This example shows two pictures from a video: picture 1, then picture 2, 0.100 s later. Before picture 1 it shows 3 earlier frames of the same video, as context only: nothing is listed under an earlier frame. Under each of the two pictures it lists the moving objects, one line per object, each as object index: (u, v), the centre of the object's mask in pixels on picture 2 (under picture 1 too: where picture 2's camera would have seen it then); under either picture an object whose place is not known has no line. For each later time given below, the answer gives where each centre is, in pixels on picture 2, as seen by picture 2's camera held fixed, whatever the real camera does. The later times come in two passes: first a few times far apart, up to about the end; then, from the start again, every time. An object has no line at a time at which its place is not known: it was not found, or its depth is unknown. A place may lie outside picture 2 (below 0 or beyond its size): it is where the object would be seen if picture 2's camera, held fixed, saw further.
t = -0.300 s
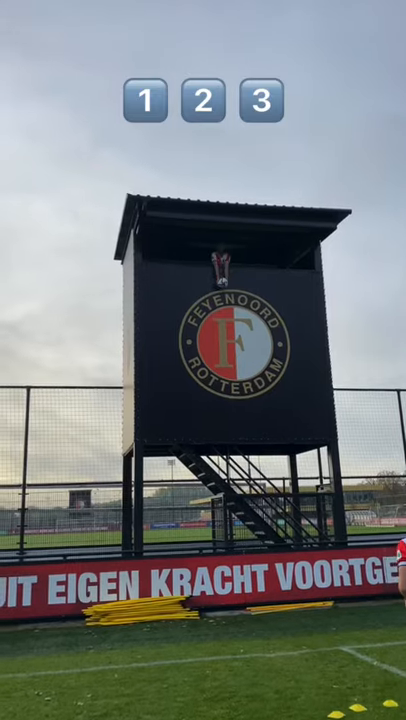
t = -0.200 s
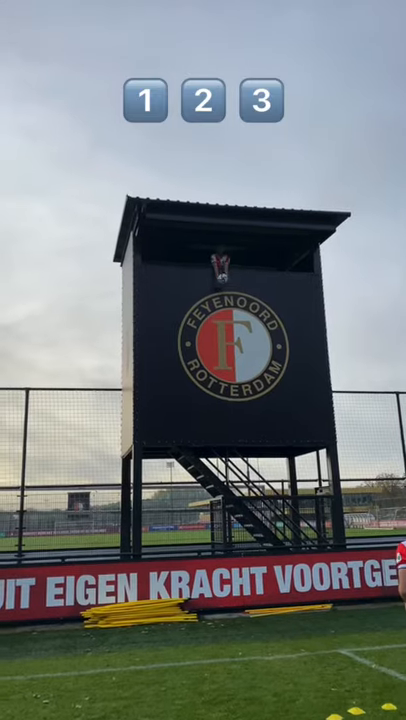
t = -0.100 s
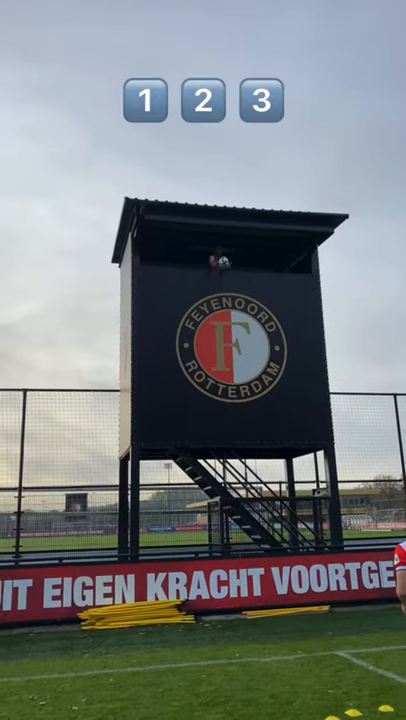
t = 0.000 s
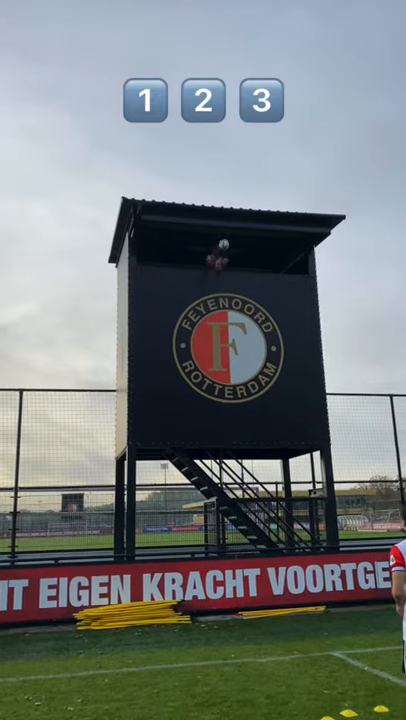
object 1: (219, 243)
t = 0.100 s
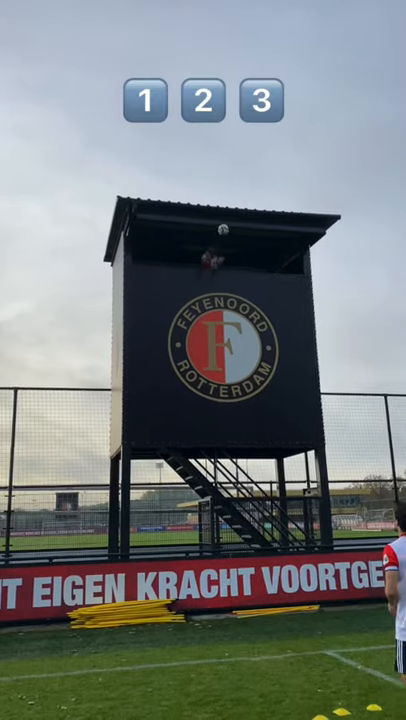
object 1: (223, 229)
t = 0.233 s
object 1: (229, 216)
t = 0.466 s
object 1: (241, 212)
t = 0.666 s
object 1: (255, 231)
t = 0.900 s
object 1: (275, 292)
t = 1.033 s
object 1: (291, 354)
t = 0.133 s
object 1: (224, 225)
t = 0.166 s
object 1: (226, 221)
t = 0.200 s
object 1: (228, 218)
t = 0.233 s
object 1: (229, 216)
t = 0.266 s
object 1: (231, 214)
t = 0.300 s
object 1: (232, 212)
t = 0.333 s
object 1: (234, 211)
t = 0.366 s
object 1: (236, 210)
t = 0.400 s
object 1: (238, 210)
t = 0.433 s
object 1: (240, 211)
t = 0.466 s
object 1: (241, 212)
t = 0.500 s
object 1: (243, 214)
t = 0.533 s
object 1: (245, 215)
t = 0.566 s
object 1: (248, 218)
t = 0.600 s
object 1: (250, 221)
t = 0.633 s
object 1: (252, 226)
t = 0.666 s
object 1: (255, 231)
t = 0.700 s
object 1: (257, 237)
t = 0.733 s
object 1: (260, 244)
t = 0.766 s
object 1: (263, 252)
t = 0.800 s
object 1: (265, 260)
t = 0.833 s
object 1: (268, 270)
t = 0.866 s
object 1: (271, 281)
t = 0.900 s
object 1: (275, 292)
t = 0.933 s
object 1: (279, 305)
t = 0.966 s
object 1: (282, 320)
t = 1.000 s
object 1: (287, 336)
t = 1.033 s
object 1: (291, 354)
